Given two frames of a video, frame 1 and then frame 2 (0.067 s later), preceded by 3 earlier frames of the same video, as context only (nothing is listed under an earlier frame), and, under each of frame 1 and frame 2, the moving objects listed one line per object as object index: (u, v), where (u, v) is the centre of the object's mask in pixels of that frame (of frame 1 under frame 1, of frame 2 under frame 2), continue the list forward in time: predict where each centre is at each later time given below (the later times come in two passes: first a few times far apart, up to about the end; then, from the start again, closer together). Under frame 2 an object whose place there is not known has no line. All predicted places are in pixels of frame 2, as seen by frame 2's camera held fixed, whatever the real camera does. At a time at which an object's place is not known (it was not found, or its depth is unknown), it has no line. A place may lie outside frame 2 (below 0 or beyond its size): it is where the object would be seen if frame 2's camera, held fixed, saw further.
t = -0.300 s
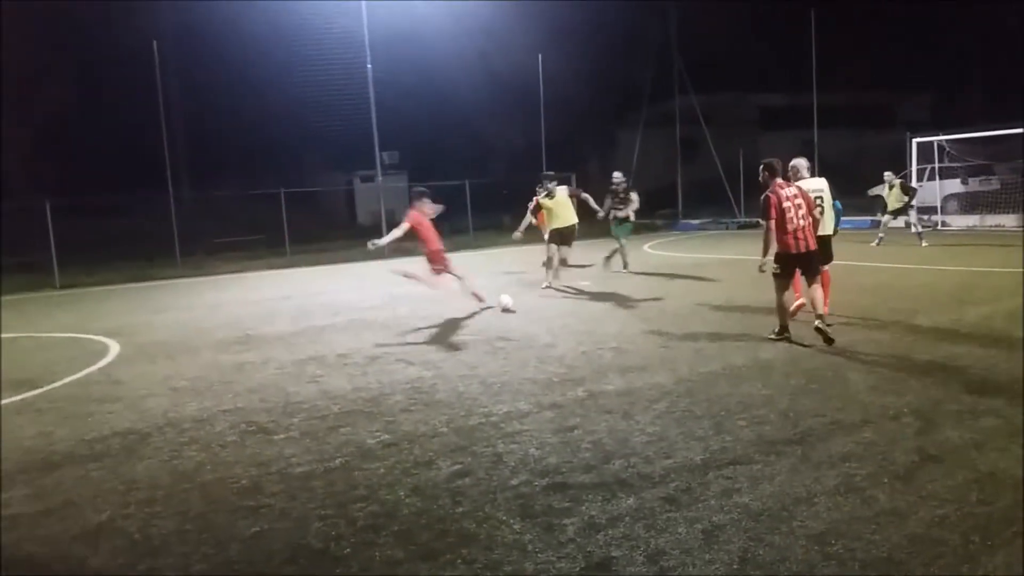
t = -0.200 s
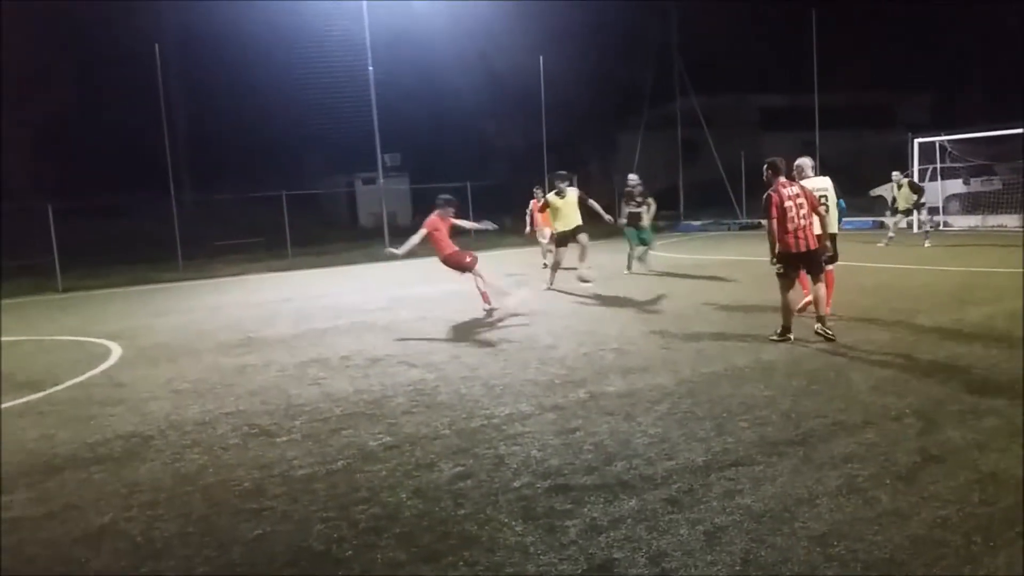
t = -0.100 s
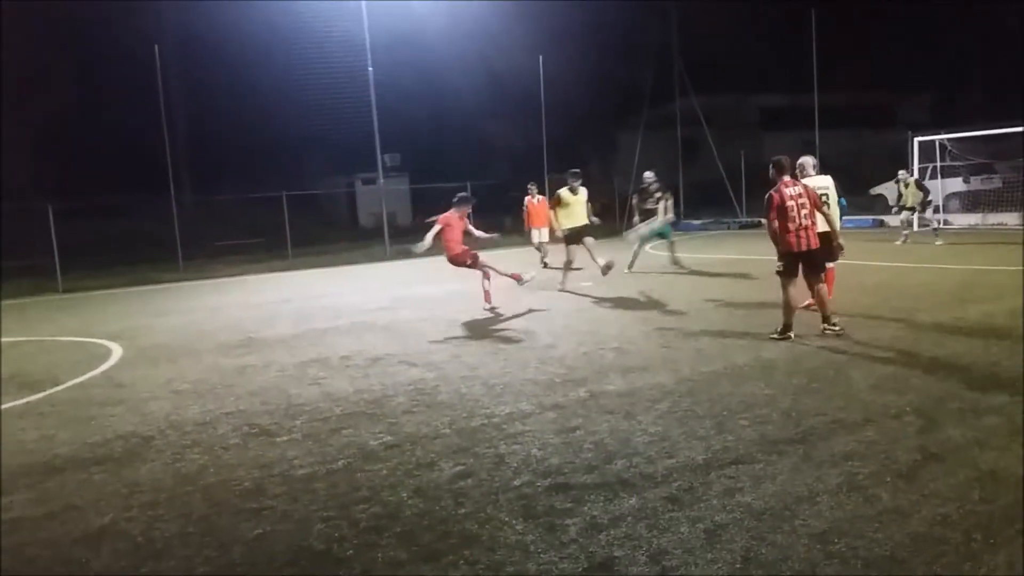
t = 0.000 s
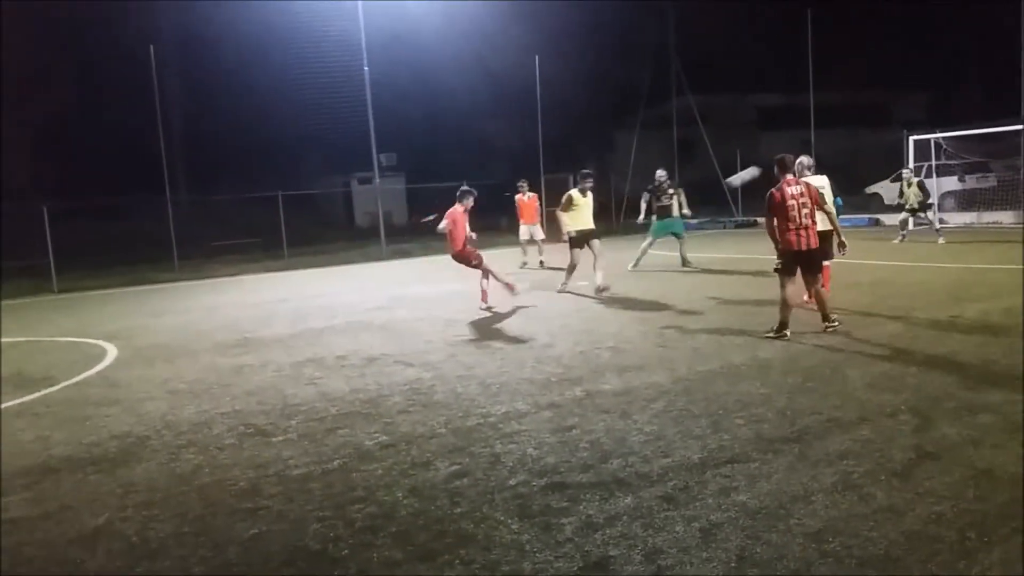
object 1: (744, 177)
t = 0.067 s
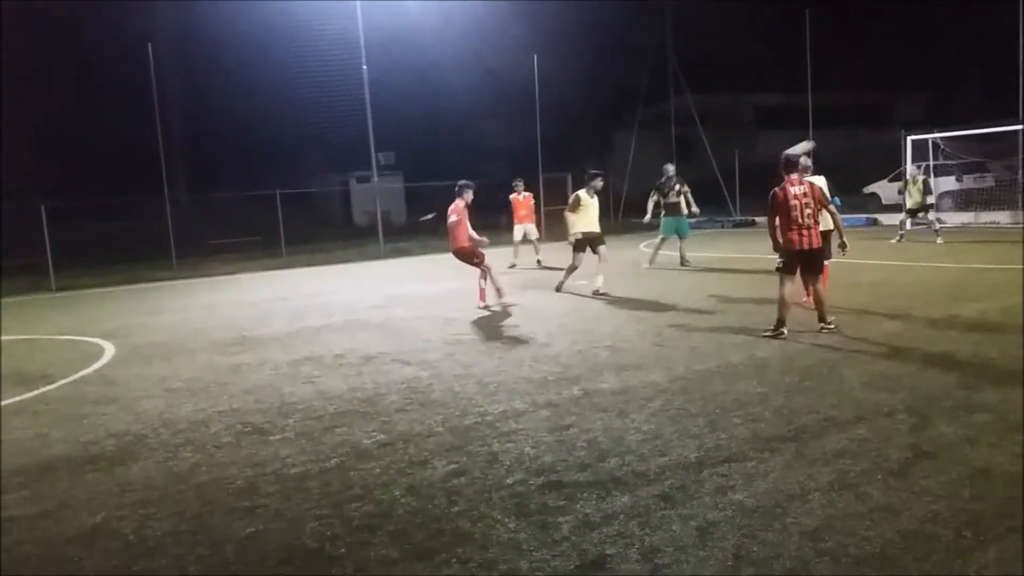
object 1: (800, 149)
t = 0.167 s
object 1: (872, 120)
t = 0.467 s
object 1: (1020, 77)
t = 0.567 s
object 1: (1049, 72)
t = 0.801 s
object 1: (1104, 74)
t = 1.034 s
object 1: (1160, 101)
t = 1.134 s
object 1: (1178, 112)
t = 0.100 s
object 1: (825, 138)
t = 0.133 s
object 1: (849, 128)
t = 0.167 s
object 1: (872, 120)
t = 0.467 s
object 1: (1020, 77)
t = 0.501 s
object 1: (1032, 74)
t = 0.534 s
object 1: (1041, 73)
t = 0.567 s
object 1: (1049, 72)
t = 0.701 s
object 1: (1080, 70)
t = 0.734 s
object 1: (1088, 71)
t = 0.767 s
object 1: (1097, 72)
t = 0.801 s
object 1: (1104, 74)
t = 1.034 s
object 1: (1160, 101)
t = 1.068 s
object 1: (1168, 107)
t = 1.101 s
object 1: (1176, 112)
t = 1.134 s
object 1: (1178, 112)
